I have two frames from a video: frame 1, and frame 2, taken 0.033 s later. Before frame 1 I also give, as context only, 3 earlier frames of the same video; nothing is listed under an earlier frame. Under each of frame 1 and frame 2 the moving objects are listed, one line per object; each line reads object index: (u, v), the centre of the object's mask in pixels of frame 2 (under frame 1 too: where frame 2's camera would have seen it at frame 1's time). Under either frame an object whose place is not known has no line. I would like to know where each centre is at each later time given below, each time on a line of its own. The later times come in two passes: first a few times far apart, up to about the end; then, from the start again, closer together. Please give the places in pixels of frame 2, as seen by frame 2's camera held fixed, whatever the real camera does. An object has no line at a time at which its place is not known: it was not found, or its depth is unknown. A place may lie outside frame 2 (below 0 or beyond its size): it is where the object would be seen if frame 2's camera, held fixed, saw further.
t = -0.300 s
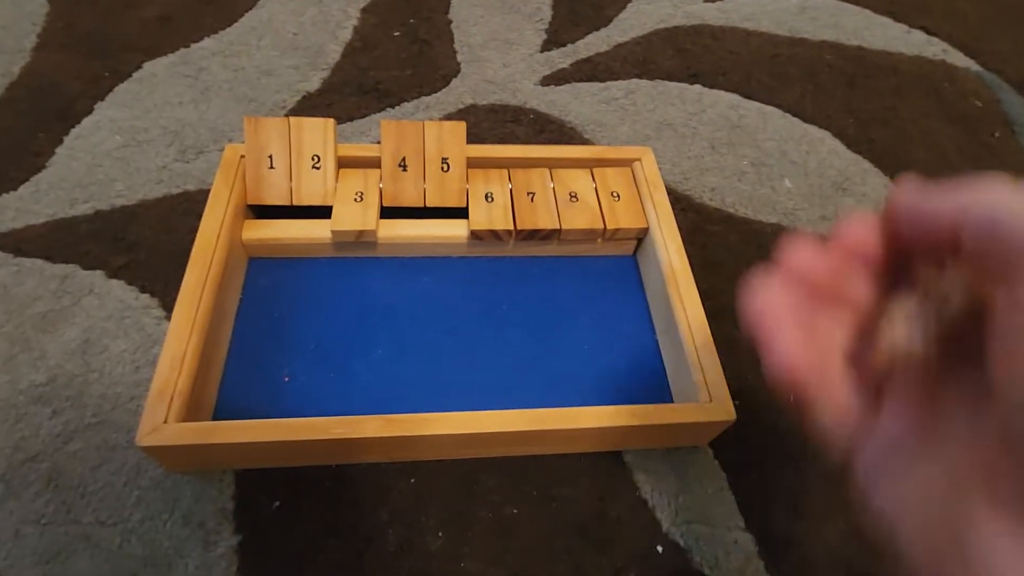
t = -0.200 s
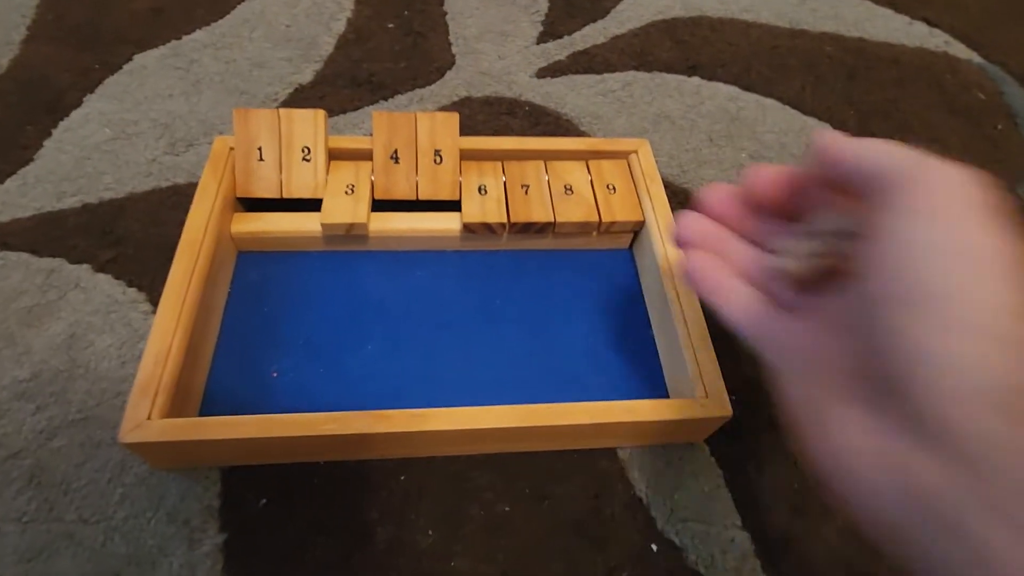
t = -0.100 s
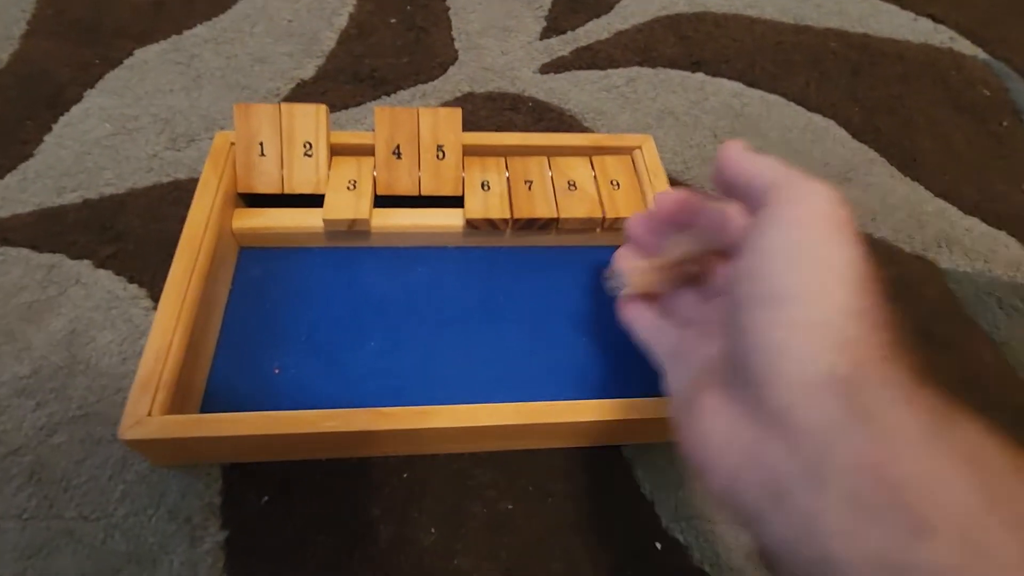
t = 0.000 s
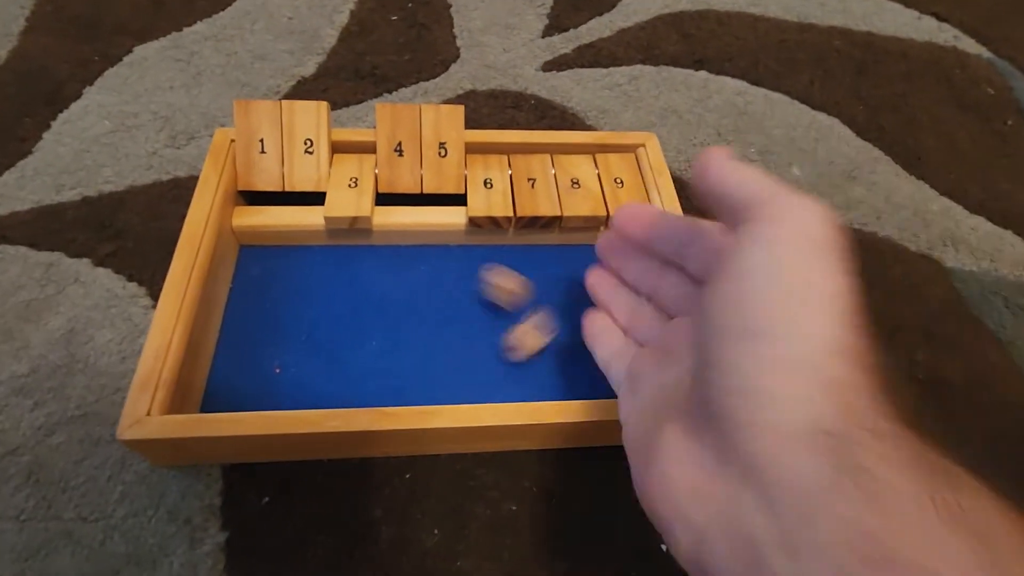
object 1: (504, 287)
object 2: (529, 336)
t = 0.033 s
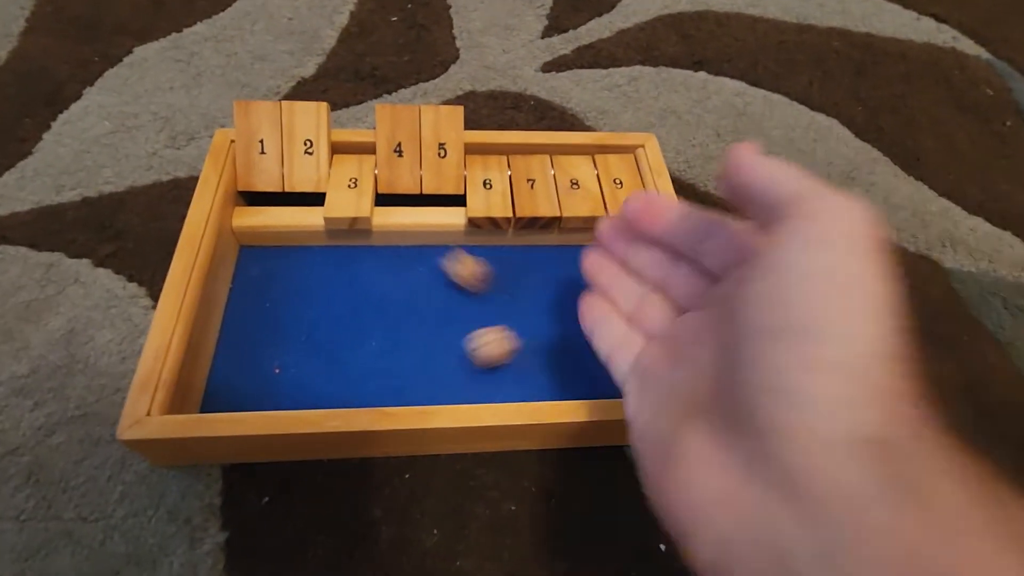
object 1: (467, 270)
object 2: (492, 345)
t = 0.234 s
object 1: (331, 290)
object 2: (271, 394)
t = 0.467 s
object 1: (262, 342)
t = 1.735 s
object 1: (254, 340)
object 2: (219, 397)
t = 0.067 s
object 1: (435, 249)
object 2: (457, 356)
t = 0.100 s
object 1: (408, 247)
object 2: (419, 373)
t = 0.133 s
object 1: (386, 258)
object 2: (380, 379)
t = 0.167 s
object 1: (366, 267)
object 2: (339, 382)
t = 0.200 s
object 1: (349, 278)
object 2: (307, 389)
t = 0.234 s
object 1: (331, 290)
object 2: (271, 394)
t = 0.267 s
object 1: (316, 303)
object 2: (238, 396)
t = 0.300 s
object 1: (307, 318)
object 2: (217, 394)
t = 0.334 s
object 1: (294, 332)
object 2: (219, 391)
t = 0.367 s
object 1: (284, 341)
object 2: (229, 385)
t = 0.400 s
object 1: (271, 348)
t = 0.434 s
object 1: (268, 345)
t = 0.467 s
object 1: (262, 342)
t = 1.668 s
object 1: (254, 340)
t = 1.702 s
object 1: (254, 340)
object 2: (219, 397)
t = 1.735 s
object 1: (254, 340)
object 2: (219, 397)
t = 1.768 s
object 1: (254, 340)
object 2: (219, 397)
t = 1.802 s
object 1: (254, 340)
